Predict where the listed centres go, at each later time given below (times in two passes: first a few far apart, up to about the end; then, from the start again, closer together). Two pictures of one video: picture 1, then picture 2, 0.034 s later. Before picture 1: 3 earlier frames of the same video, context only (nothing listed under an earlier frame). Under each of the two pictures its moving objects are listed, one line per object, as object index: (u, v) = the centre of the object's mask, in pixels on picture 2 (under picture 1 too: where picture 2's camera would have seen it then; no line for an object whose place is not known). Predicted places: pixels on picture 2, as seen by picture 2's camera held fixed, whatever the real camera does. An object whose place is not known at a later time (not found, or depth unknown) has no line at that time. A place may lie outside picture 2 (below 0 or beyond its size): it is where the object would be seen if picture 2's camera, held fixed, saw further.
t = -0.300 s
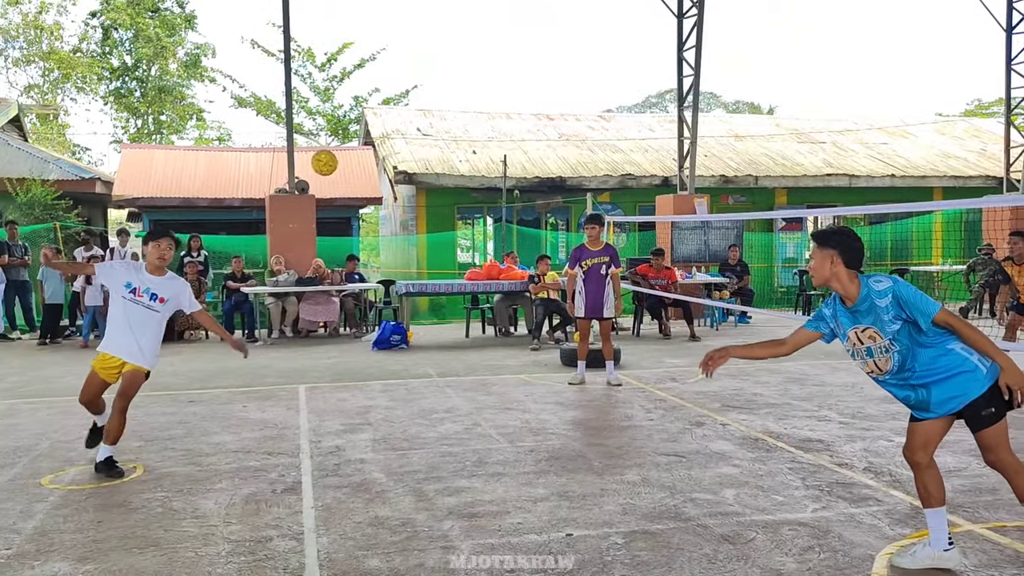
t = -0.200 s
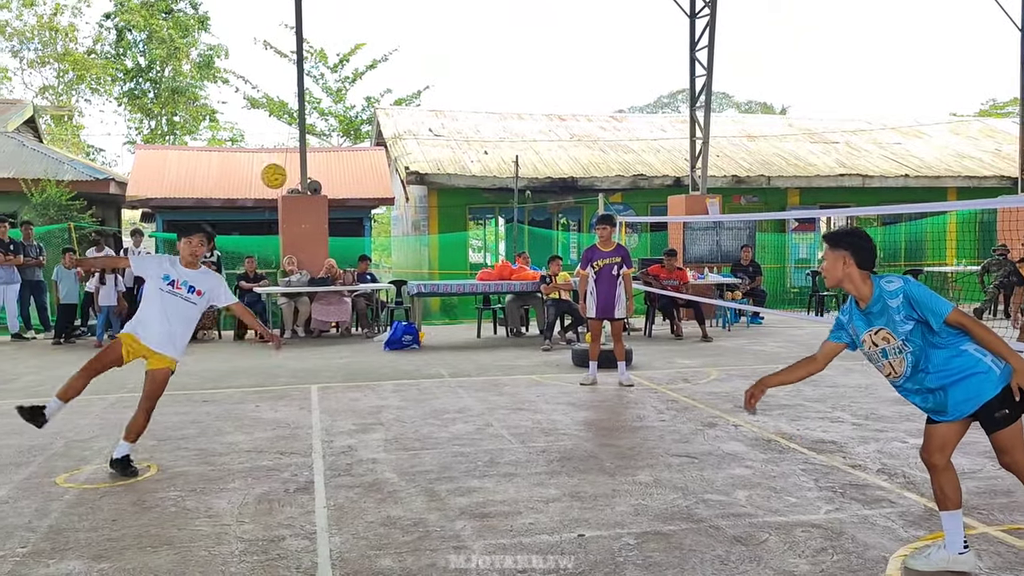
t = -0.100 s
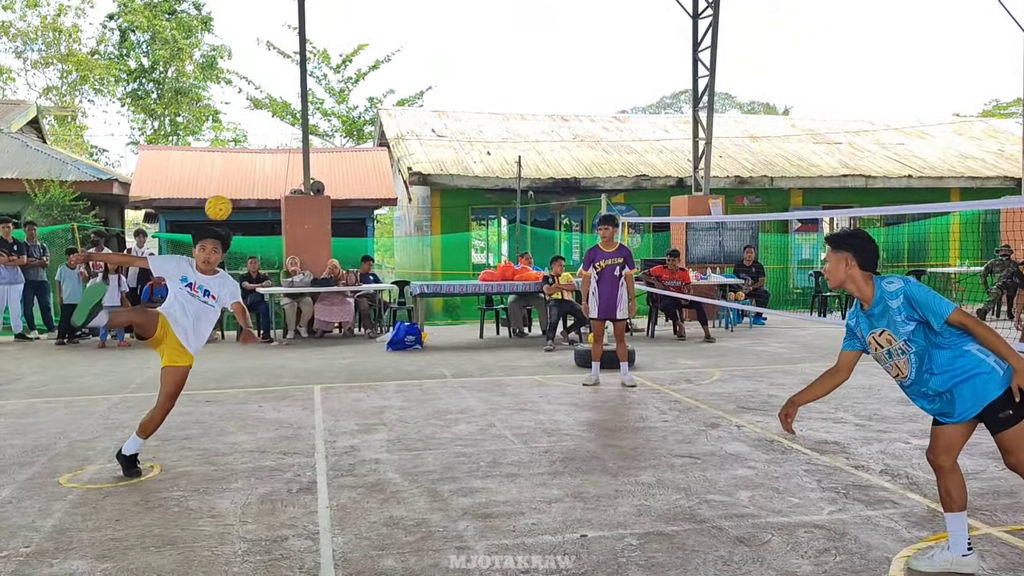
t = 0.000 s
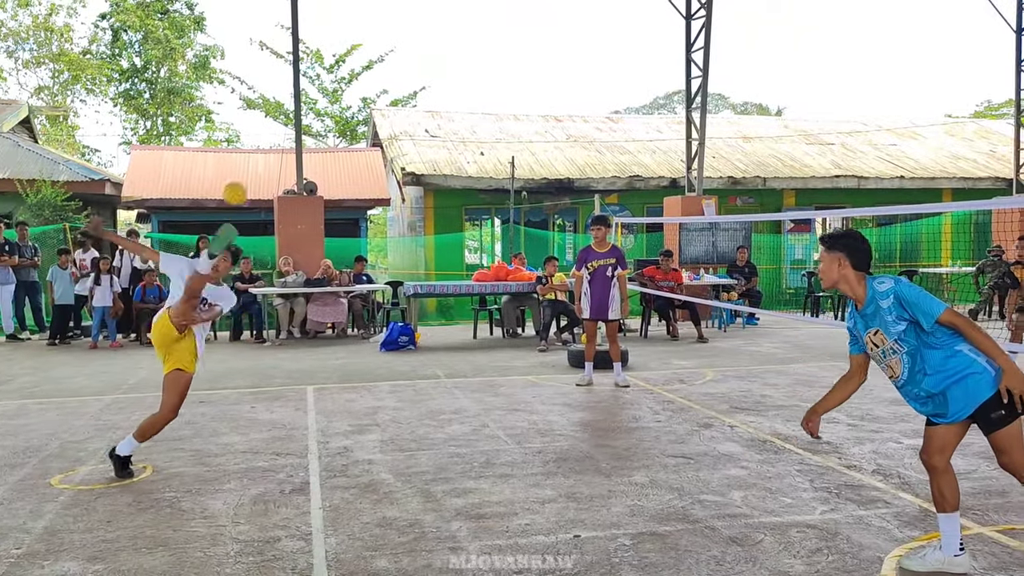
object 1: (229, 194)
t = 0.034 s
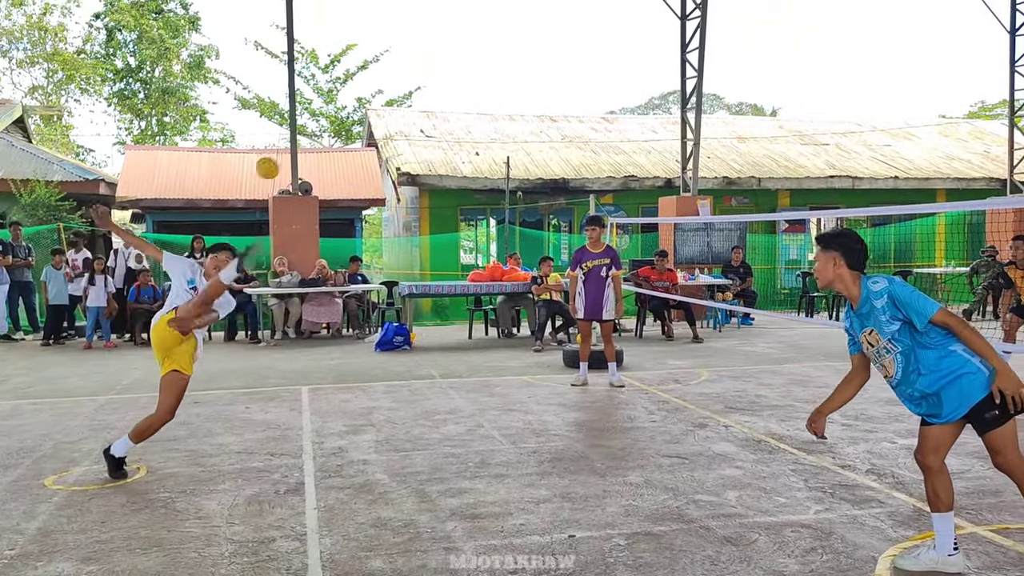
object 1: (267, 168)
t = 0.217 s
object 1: (440, 78)
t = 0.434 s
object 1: (594, 51)
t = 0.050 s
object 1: (285, 156)
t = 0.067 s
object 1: (302, 145)
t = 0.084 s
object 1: (320, 136)
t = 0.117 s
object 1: (353, 118)
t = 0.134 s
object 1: (368, 110)
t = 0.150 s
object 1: (383, 101)
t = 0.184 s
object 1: (412, 89)
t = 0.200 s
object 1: (426, 83)
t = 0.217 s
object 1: (440, 78)
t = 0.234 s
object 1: (454, 73)
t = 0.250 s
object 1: (467, 68)
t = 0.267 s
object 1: (480, 65)
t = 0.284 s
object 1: (493, 61)
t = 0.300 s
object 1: (505, 59)
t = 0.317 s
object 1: (517, 56)
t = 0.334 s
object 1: (529, 54)
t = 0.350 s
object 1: (540, 53)
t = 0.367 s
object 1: (552, 52)
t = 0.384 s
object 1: (563, 51)
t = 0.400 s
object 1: (574, 51)
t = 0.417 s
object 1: (584, 51)
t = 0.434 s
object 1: (594, 51)
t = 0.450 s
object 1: (605, 52)
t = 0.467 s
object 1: (615, 53)
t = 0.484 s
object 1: (624, 55)
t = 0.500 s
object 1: (634, 57)
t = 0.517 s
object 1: (644, 59)
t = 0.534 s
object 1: (653, 61)
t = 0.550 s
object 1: (662, 64)
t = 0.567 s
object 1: (671, 67)
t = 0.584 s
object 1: (680, 71)
